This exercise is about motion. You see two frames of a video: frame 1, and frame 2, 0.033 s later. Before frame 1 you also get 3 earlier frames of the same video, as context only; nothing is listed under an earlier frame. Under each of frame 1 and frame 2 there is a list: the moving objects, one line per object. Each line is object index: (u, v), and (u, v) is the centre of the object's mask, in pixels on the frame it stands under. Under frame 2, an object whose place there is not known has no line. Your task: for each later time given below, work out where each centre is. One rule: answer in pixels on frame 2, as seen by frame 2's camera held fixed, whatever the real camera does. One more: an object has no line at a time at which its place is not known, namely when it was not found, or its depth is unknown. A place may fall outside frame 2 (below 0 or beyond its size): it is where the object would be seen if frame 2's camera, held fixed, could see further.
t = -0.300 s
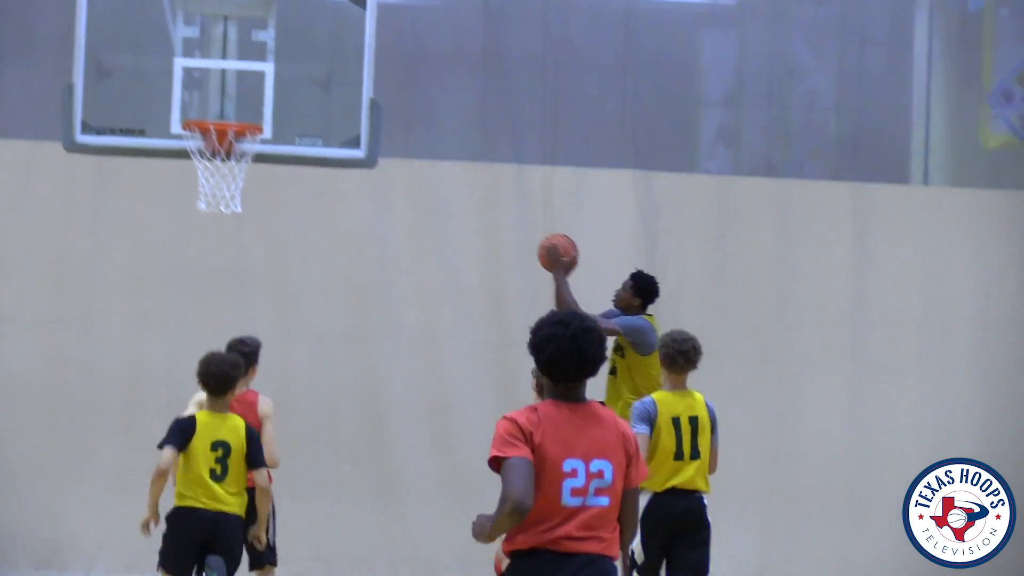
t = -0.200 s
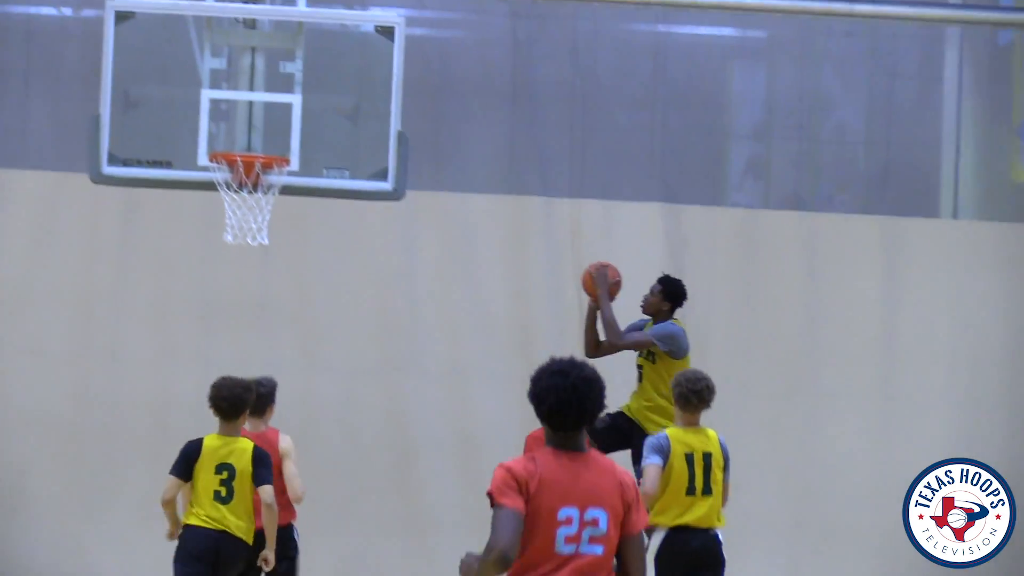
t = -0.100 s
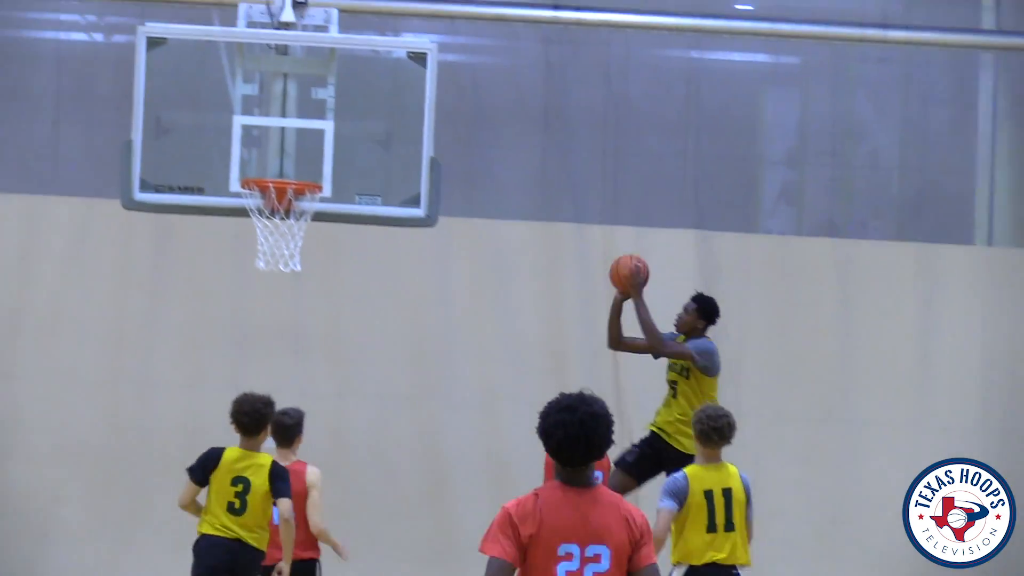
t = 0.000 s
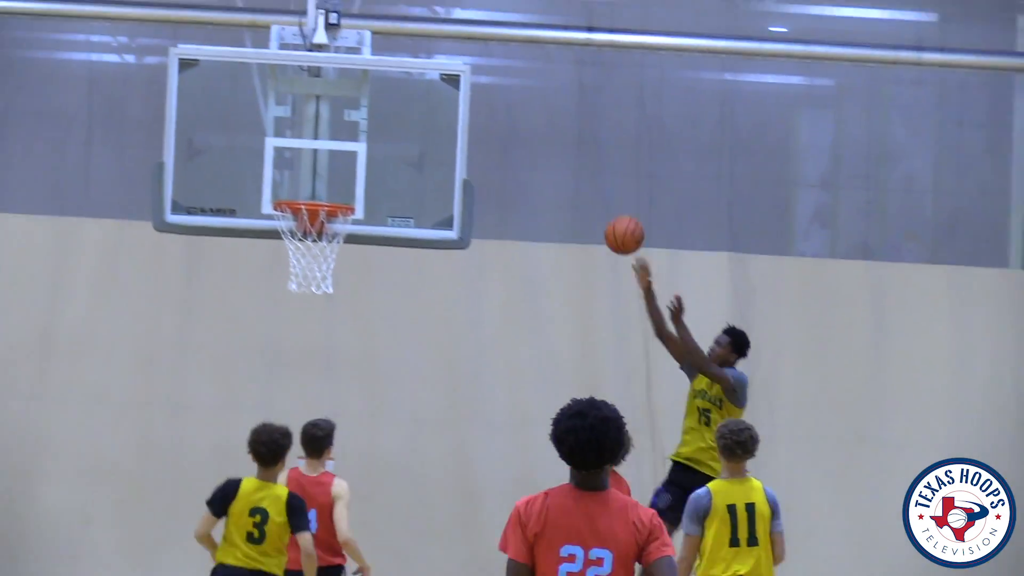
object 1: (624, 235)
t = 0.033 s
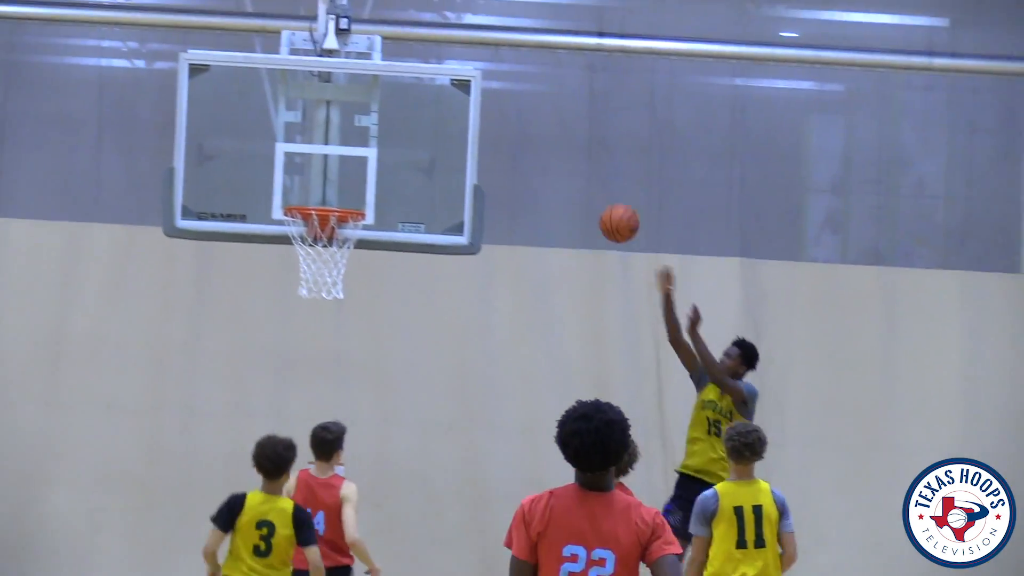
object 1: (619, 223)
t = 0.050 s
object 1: (610, 215)
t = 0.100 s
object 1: (585, 193)
